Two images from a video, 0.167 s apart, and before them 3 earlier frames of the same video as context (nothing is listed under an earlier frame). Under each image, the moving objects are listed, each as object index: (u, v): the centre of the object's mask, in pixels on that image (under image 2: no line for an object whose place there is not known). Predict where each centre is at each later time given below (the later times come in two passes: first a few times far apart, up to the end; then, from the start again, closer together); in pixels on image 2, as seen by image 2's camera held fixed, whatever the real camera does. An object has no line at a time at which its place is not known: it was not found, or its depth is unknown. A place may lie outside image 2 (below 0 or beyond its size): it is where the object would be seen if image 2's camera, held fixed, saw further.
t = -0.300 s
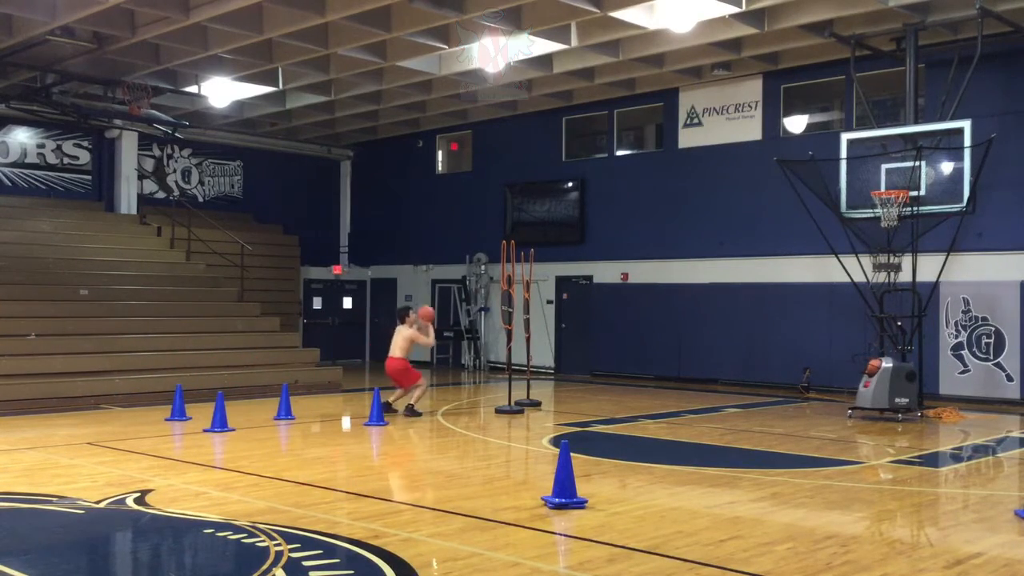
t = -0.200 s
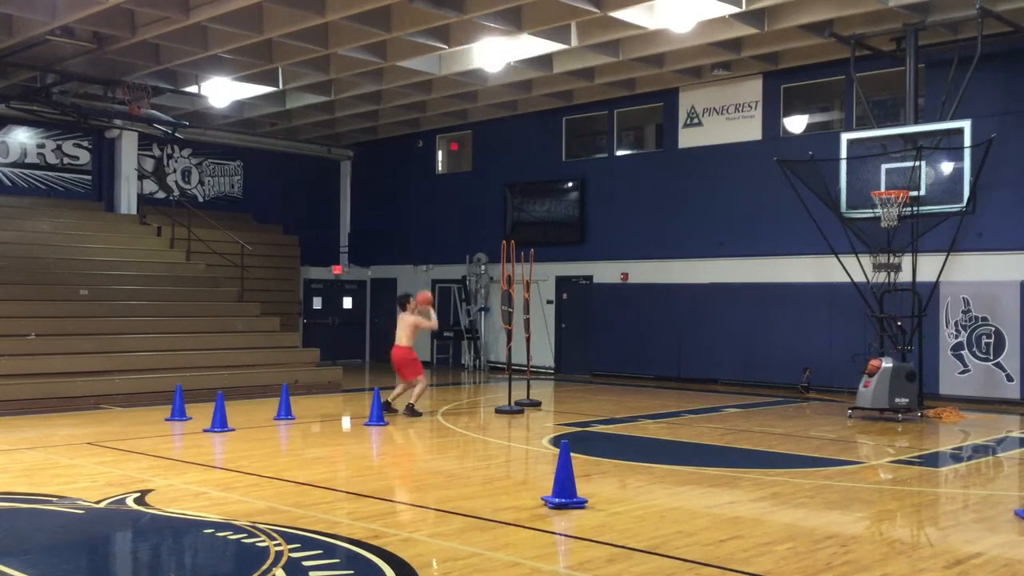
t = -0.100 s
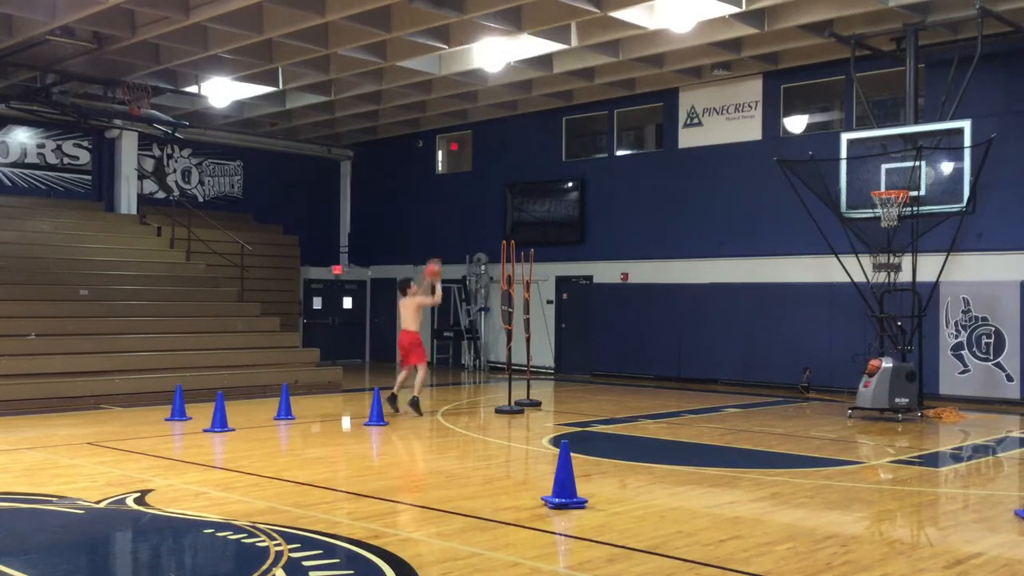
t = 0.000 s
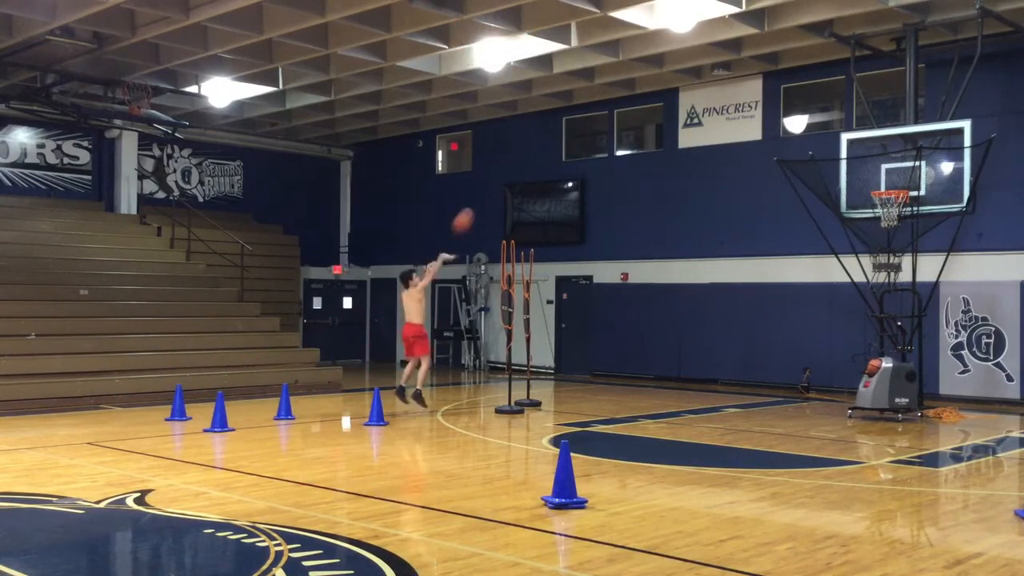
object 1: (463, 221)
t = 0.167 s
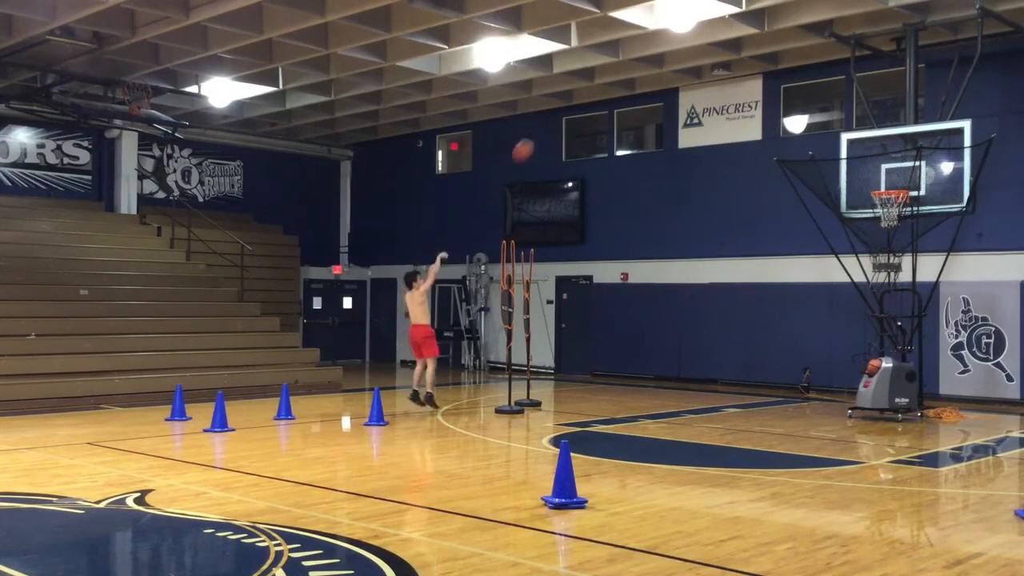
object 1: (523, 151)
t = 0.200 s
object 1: (535, 139)
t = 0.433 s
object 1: (618, 77)
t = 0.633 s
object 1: (684, 58)
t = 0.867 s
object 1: (761, 72)
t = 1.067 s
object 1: (828, 115)
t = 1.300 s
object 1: (899, 190)
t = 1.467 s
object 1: (882, 204)
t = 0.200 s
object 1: (535, 139)
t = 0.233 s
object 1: (547, 127)
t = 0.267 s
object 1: (558, 118)
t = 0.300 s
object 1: (570, 108)
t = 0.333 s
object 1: (582, 99)
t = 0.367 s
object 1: (594, 91)
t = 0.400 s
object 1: (605, 84)
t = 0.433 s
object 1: (618, 77)
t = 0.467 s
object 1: (629, 73)
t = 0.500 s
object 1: (642, 68)
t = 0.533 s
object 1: (652, 65)
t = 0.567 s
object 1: (662, 62)
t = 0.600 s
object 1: (672, 60)
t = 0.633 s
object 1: (684, 58)
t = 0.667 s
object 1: (695, 58)
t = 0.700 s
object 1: (706, 57)
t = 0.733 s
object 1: (717, 59)
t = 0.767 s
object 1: (727, 62)
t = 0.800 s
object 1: (738, 64)
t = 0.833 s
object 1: (748, 67)
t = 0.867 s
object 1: (761, 72)
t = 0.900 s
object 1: (772, 77)
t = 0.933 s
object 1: (783, 83)
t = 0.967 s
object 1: (795, 90)
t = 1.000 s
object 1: (806, 98)
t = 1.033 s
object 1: (817, 105)
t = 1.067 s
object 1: (828, 115)
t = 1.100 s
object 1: (838, 124)
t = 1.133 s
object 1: (849, 135)
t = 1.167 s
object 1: (861, 146)
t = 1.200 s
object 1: (870, 159)
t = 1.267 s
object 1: (893, 185)
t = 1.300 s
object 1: (899, 190)
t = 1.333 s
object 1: (900, 195)
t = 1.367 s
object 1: (898, 196)
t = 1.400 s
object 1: (892, 198)
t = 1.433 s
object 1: (884, 203)
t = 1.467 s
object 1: (882, 204)
